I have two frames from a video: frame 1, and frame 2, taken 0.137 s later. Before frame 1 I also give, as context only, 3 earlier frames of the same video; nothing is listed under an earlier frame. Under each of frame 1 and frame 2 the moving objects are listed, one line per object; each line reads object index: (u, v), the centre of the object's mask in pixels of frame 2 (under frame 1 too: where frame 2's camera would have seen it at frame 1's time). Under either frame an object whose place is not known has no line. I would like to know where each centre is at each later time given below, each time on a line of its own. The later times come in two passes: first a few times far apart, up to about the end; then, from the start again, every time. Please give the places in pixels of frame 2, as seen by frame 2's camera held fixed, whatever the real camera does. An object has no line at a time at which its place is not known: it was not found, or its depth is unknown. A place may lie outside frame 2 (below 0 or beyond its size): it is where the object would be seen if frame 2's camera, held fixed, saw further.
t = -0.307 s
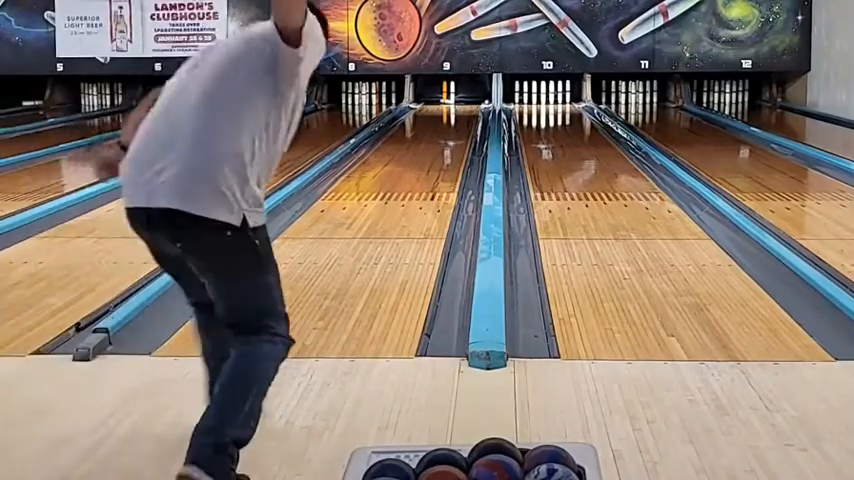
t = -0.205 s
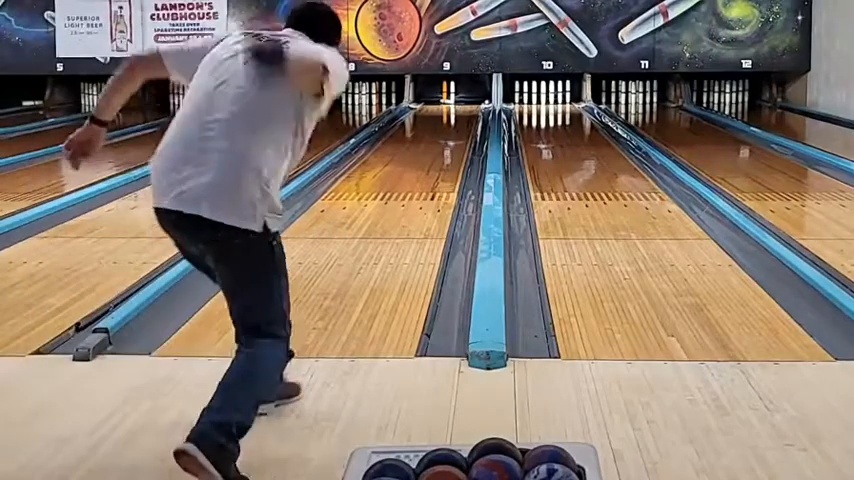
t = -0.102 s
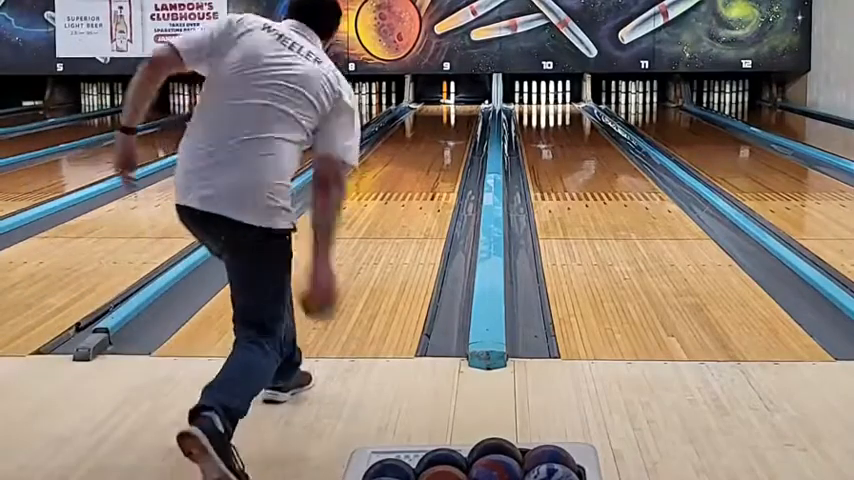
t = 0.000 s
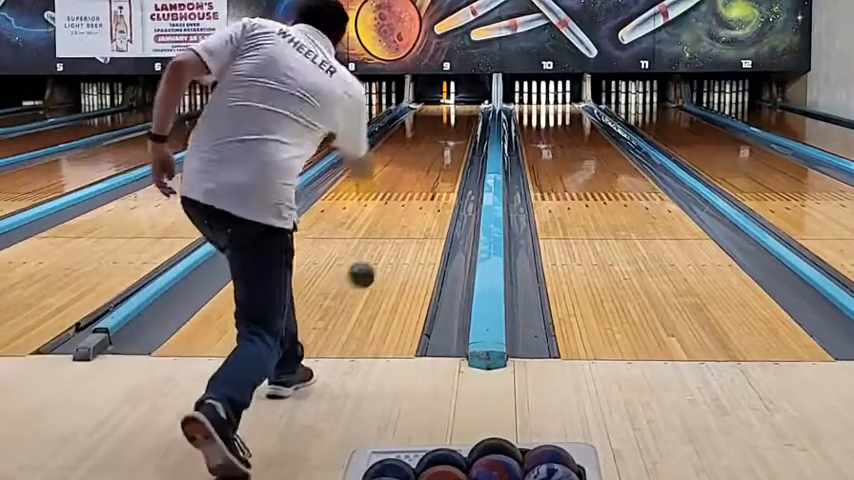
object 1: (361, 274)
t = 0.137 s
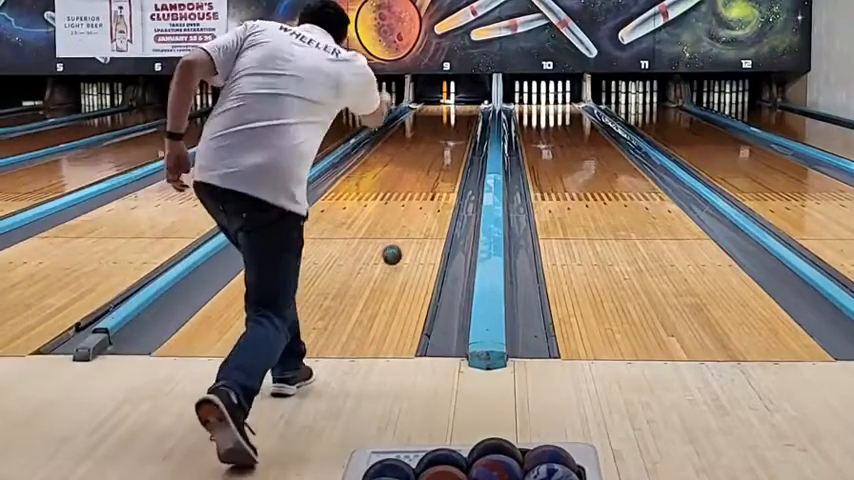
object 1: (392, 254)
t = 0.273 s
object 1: (407, 212)
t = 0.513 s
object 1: (423, 166)
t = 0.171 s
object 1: (396, 242)
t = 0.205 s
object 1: (400, 229)
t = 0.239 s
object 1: (404, 220)
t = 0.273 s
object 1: (407, 212)
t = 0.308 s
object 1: (410, 204)
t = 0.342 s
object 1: (413, 198)
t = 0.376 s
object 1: (417, 190)
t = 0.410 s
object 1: (417, 183)
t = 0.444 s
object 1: (420, 177)
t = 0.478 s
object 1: (421, 173)
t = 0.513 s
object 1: (423, 166)
